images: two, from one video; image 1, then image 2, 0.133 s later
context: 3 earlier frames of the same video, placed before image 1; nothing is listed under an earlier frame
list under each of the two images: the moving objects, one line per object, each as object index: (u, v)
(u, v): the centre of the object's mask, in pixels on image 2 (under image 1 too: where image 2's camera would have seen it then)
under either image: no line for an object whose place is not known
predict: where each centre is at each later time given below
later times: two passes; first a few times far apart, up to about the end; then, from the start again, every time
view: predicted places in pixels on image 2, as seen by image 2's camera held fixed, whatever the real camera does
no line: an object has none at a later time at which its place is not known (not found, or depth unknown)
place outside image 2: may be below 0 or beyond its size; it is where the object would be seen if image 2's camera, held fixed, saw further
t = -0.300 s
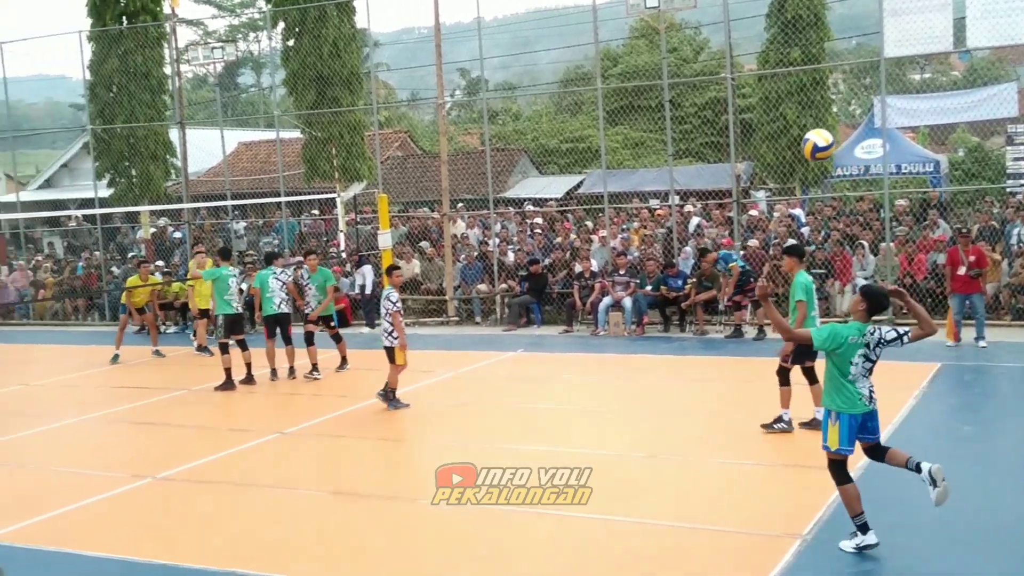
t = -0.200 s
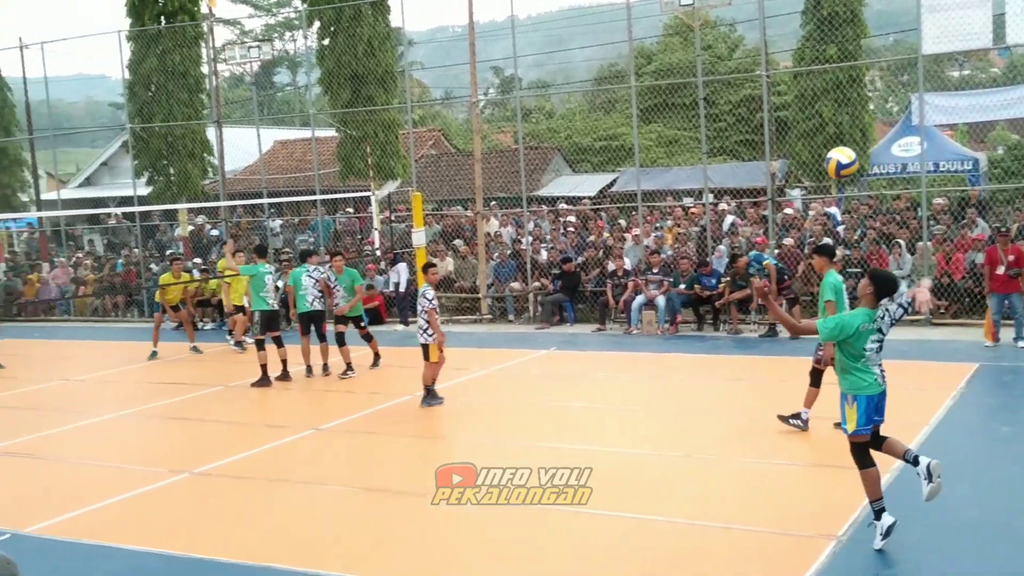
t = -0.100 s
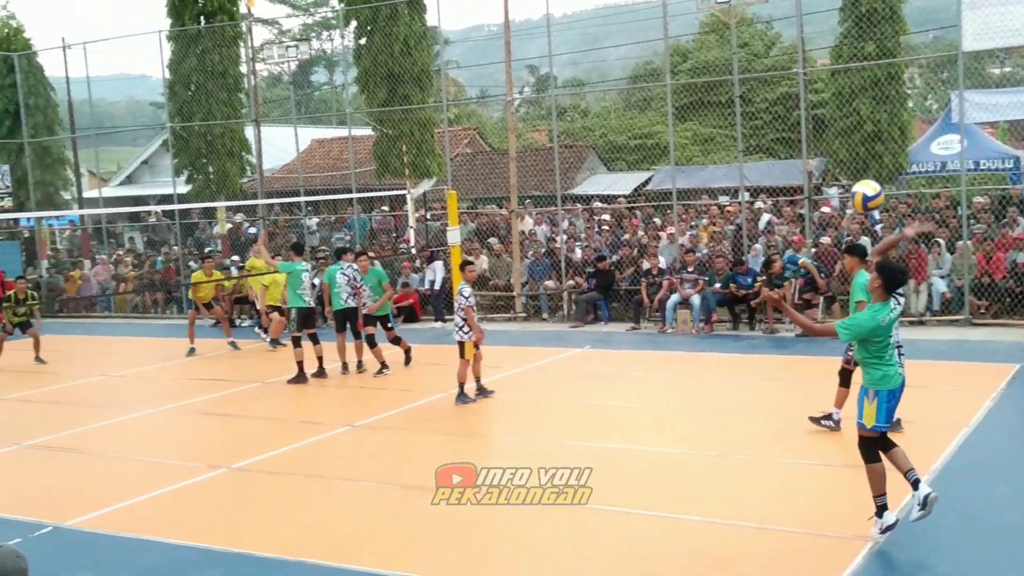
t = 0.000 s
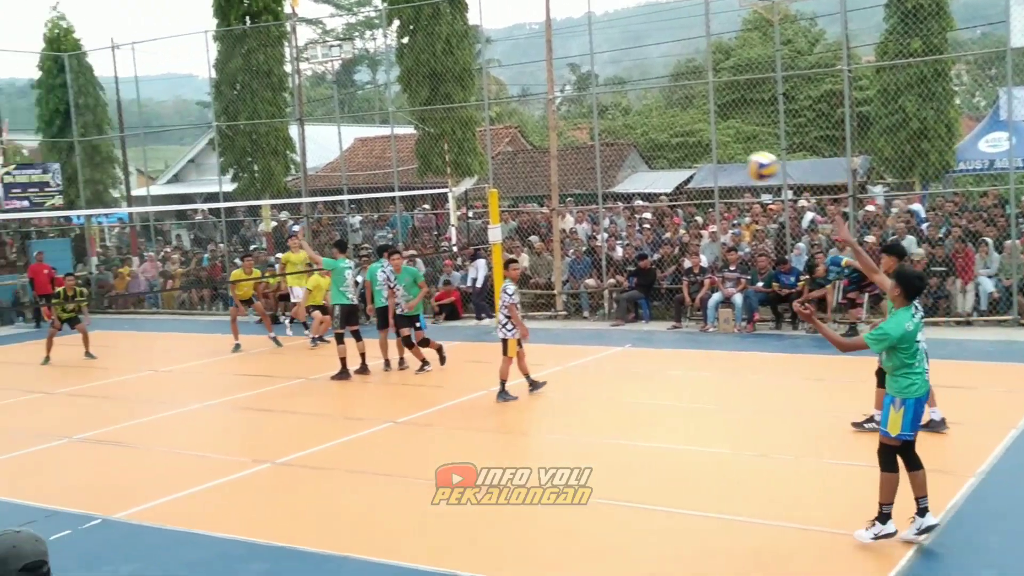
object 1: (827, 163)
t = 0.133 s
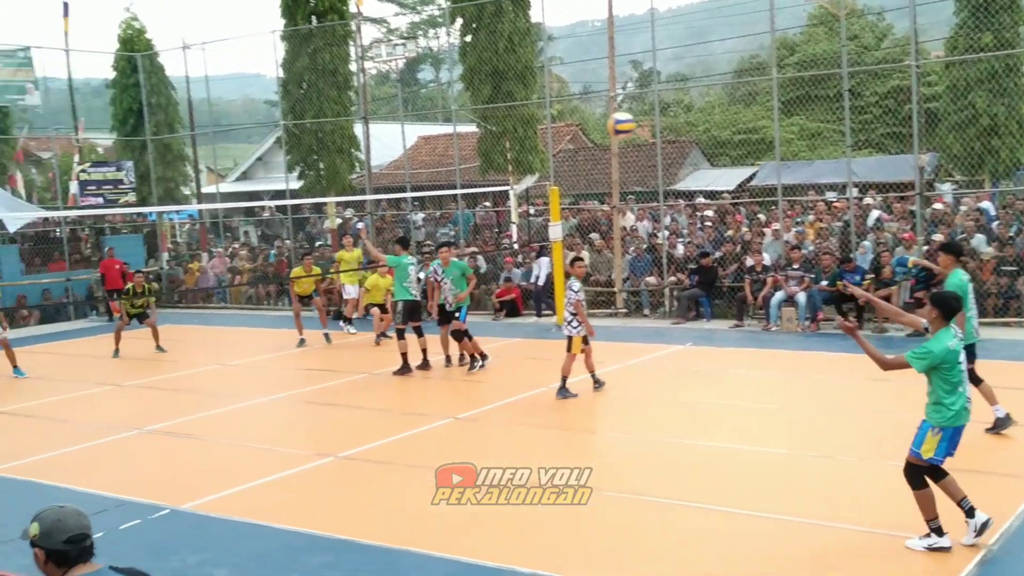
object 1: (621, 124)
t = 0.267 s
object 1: (469, 114)
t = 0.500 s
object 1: (282, 137)
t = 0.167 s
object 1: (579, 120)
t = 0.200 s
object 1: (540, 116)
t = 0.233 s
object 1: (503, 116)
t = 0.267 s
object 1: (469, 114)
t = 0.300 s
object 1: (437, 114)
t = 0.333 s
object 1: (407, 116)
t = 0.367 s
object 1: (378, 119)
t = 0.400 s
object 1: (351, 122)
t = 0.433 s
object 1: (327, 126)
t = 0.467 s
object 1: (303, 131)
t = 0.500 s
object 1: (282, 137)
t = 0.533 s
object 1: (262, 144)
